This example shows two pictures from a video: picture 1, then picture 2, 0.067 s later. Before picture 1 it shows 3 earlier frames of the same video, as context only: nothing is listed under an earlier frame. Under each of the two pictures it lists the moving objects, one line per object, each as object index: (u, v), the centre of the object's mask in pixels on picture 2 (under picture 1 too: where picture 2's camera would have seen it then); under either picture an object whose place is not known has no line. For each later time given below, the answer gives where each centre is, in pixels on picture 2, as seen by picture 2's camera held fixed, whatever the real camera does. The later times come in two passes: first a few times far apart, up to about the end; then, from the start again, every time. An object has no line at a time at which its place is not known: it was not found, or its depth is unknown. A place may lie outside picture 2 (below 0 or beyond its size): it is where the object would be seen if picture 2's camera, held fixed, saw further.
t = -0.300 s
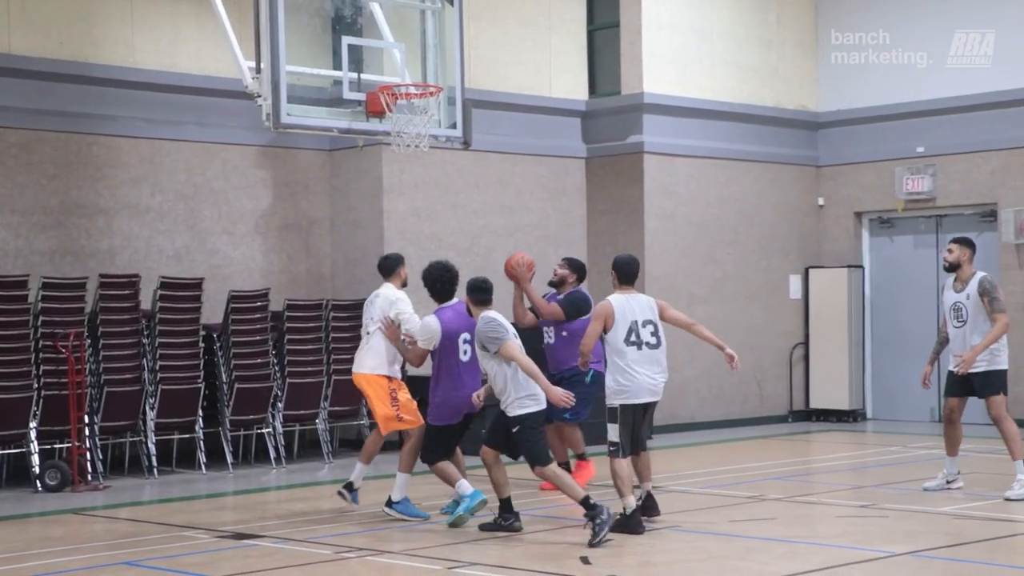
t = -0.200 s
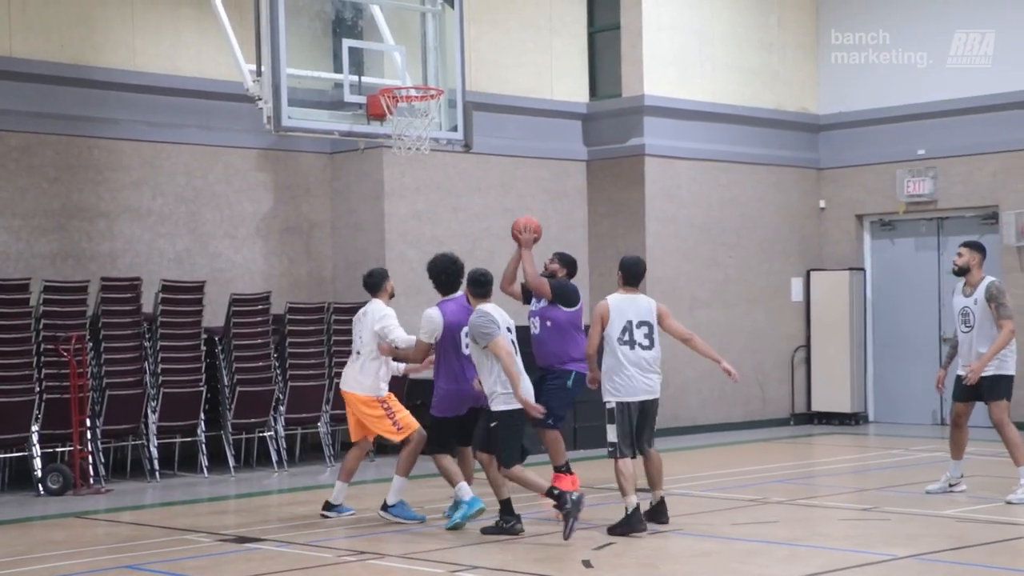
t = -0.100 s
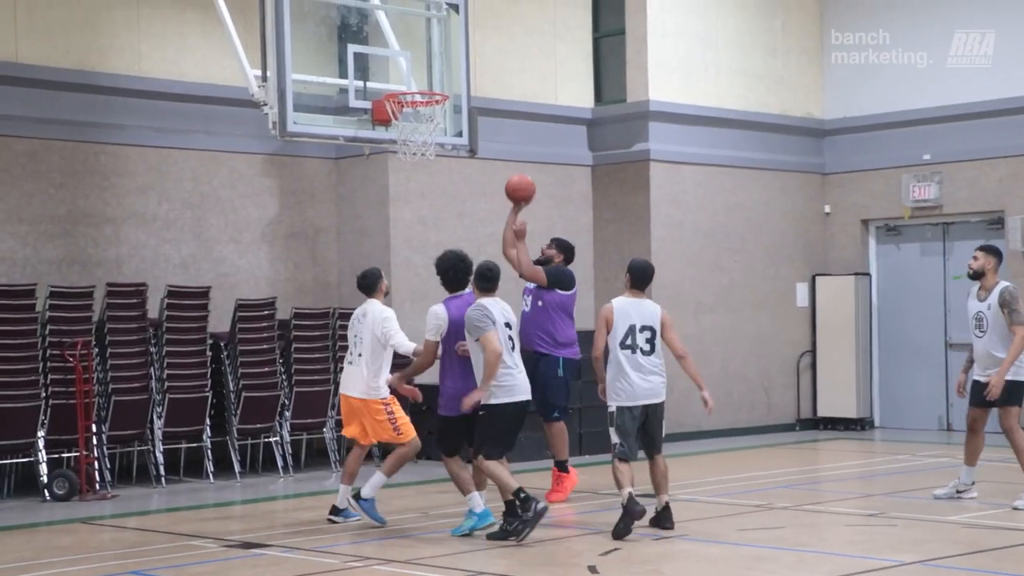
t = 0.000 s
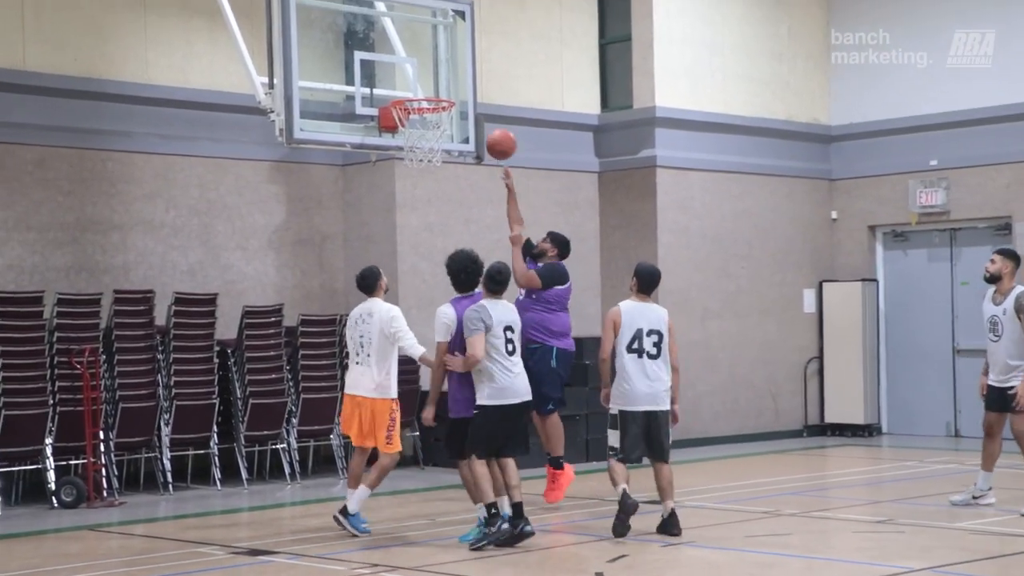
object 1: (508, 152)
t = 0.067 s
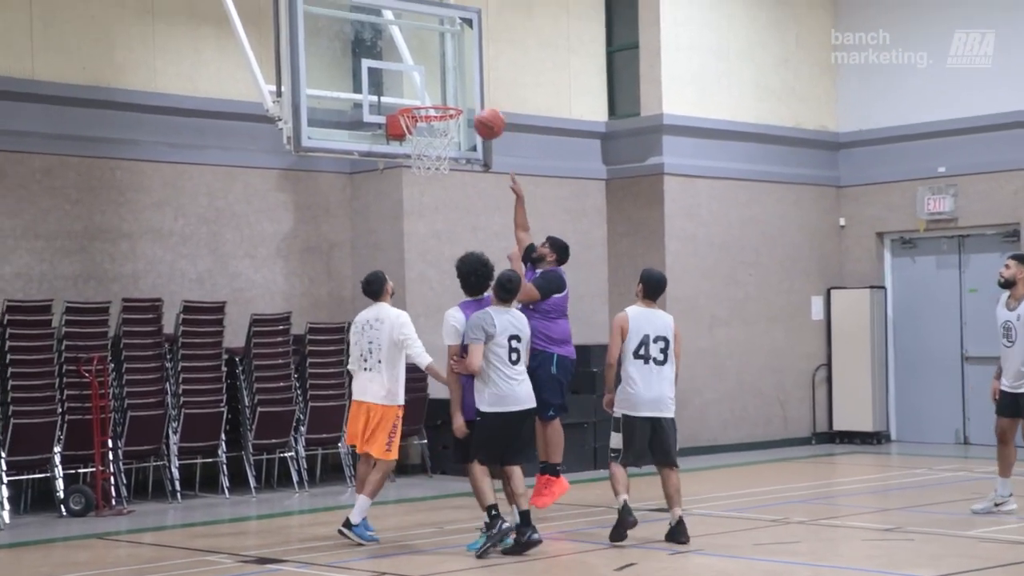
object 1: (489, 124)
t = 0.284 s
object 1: (430, 71)
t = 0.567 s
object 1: (414, 96)
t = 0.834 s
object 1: (436, 145)
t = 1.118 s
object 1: (409, 191)
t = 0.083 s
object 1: (484, 117)
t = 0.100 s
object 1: (480, 112)
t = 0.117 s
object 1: (475, 106)
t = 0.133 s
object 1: (471, 101)
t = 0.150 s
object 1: (466, 96)
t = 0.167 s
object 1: (461, 92)
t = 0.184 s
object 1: (456, 88)
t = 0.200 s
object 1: (451, 84)
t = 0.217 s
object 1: (446, 81)
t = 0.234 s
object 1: (442, 78)
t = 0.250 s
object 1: (437, 75)
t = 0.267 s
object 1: (432, 73)
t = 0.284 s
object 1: (430, 71)
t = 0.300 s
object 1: (429, 70)
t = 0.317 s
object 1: (428, 69)
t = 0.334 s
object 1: (426, 69)
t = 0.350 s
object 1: (426, 68)
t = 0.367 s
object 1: (425, 68)
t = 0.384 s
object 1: (424, 69)
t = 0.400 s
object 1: (423, 70)
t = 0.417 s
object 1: (422, 71)
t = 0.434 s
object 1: (421, 72)
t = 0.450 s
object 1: (420, 74)
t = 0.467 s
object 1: (420, 77)
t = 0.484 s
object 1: (419, 79)
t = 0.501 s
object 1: (418, 82)
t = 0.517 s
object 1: (417, 86)
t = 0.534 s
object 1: (416, 90)
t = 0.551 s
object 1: (415, 93)
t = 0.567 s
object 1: (414, 96)
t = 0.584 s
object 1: (413, 99)
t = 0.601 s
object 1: (418, 99)
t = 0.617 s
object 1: (424, 99)
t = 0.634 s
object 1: (429, 100)
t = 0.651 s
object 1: (434, 110)
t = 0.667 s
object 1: (439, 112)
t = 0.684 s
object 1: (443, 115)
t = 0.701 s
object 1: (444, 117)
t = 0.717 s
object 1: (443, 122)
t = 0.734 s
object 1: (443, 124)
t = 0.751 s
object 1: (442, 128)
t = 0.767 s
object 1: (440, 132)
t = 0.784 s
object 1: (440, 138)
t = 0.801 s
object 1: (439, 140)
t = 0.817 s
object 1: (437, 143)
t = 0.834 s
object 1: (436, 145)
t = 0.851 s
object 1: (435, 147)
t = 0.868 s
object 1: (433, 147)
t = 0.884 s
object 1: (431, 151)
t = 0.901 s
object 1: (428, 152)
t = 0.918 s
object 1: (427, 153)
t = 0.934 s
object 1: (425, 154)
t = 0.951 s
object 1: (423, 155)
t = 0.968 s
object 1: (422, 158)
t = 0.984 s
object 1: (420, 161)
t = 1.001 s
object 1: (419, 163)
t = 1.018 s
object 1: (416, 167)
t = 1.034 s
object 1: (415, 170)
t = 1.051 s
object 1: (414, 174)
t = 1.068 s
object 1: (413, 177)
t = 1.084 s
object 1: (412, 181)
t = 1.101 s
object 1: (410, 186)
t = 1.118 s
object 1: (409, 191)
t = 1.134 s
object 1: (407, 197)
